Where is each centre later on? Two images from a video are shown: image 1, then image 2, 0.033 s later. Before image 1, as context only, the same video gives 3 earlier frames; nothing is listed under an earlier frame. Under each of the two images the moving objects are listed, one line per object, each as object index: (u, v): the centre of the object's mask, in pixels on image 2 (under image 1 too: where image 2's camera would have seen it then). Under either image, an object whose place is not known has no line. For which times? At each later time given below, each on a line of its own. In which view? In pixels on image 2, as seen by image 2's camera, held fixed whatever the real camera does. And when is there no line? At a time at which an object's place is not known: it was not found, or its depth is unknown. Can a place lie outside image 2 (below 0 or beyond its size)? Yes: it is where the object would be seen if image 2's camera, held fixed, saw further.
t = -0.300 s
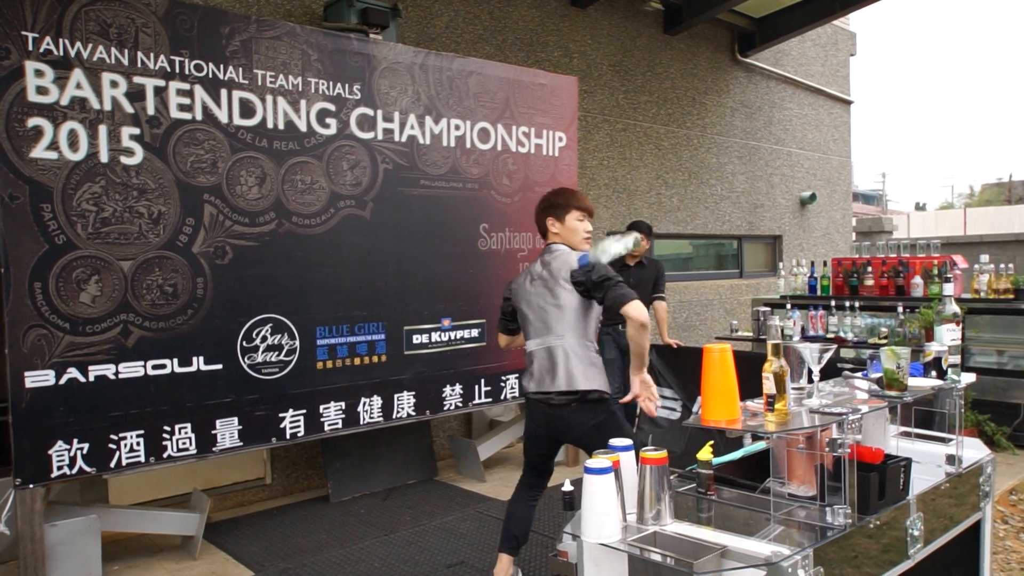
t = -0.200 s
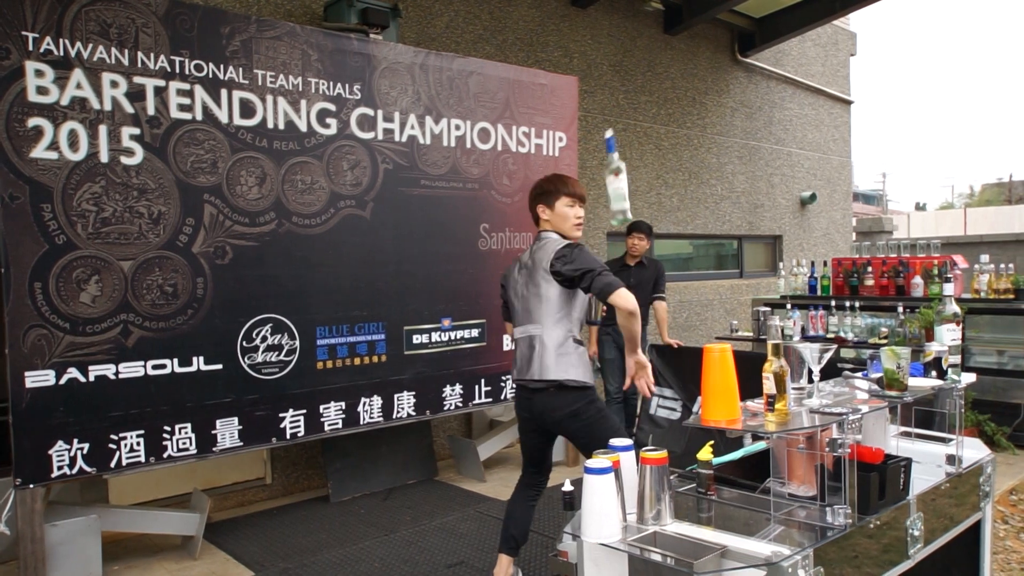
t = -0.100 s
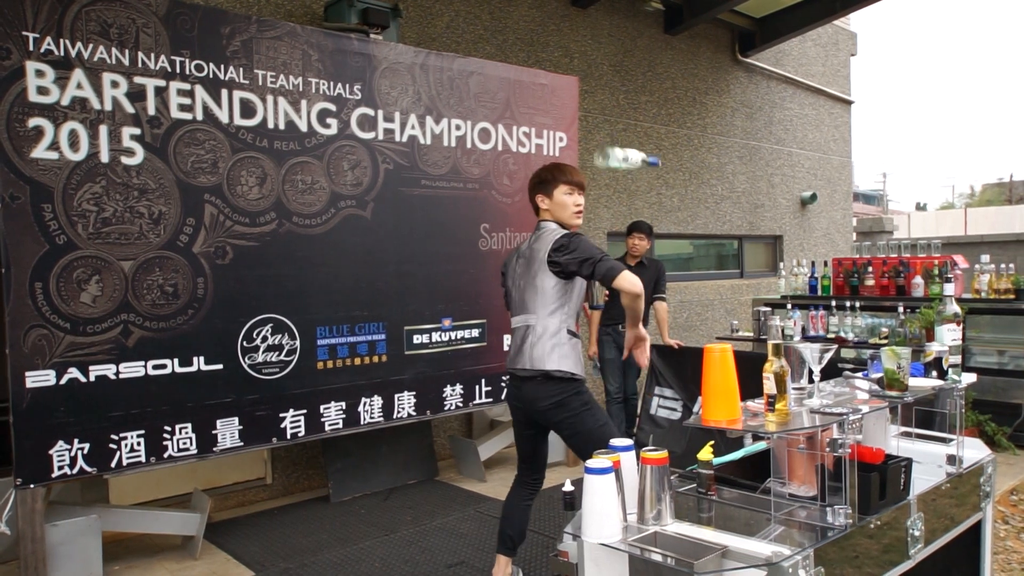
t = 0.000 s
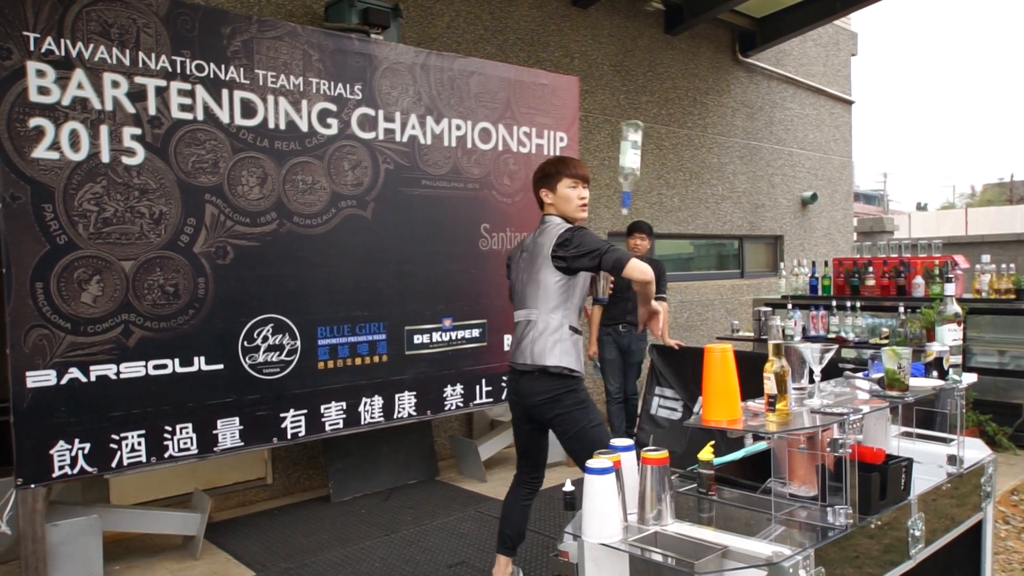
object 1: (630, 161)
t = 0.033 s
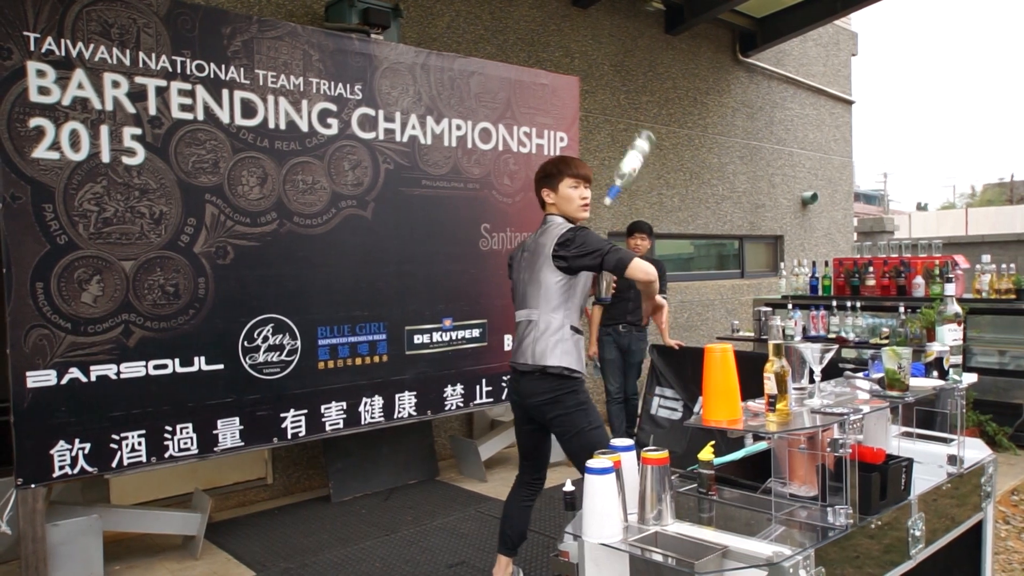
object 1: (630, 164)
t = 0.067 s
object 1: (631, 170)
